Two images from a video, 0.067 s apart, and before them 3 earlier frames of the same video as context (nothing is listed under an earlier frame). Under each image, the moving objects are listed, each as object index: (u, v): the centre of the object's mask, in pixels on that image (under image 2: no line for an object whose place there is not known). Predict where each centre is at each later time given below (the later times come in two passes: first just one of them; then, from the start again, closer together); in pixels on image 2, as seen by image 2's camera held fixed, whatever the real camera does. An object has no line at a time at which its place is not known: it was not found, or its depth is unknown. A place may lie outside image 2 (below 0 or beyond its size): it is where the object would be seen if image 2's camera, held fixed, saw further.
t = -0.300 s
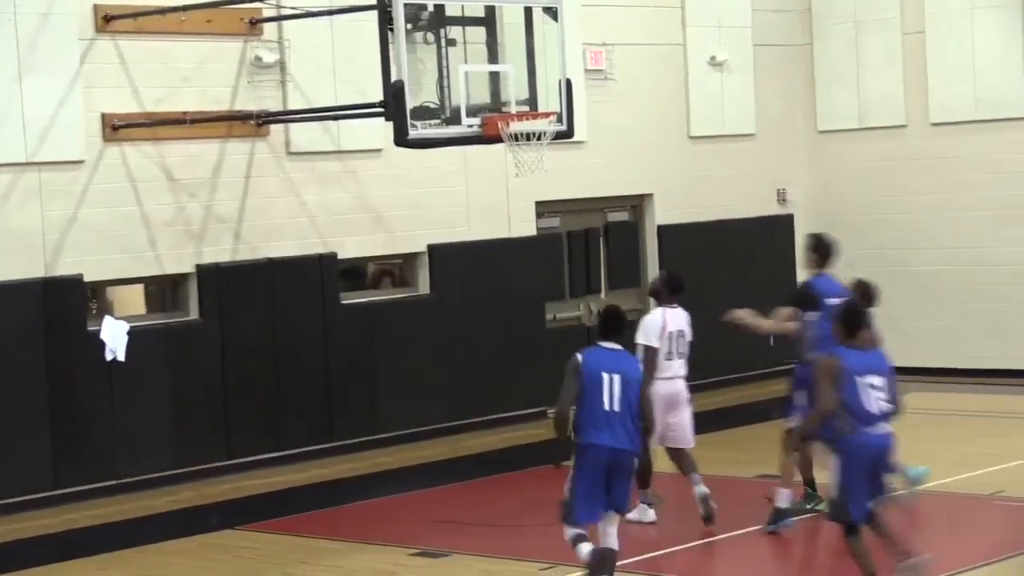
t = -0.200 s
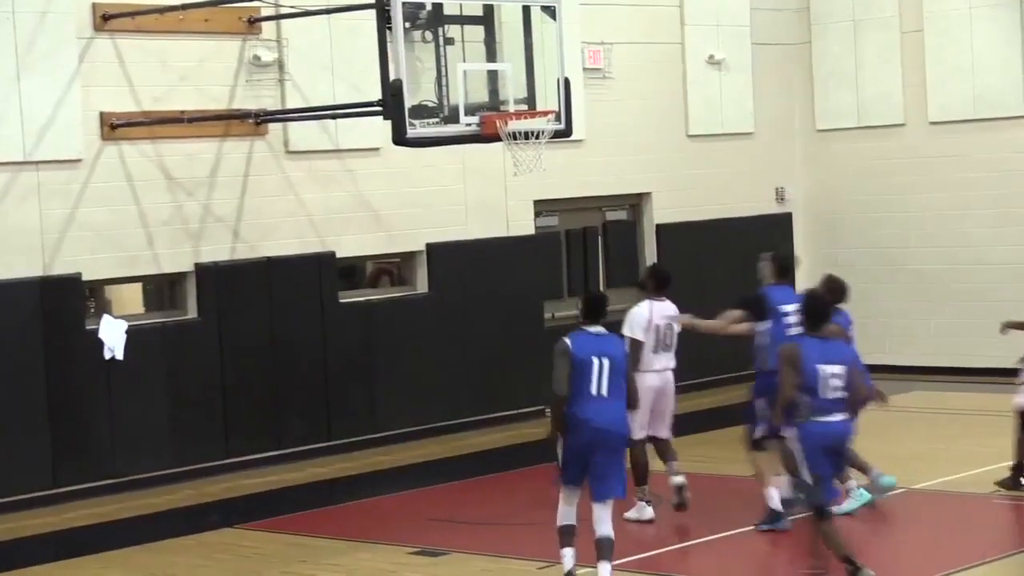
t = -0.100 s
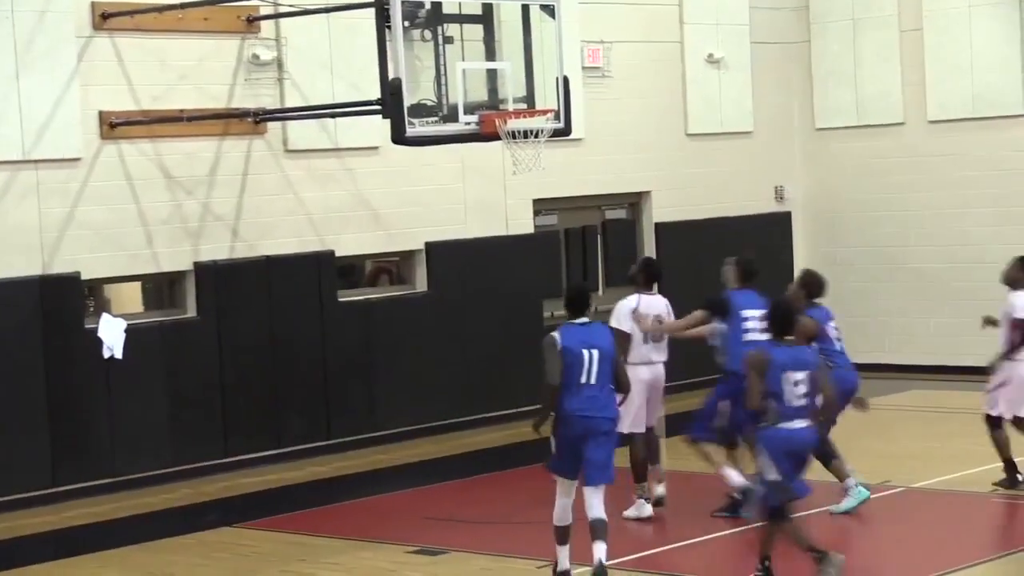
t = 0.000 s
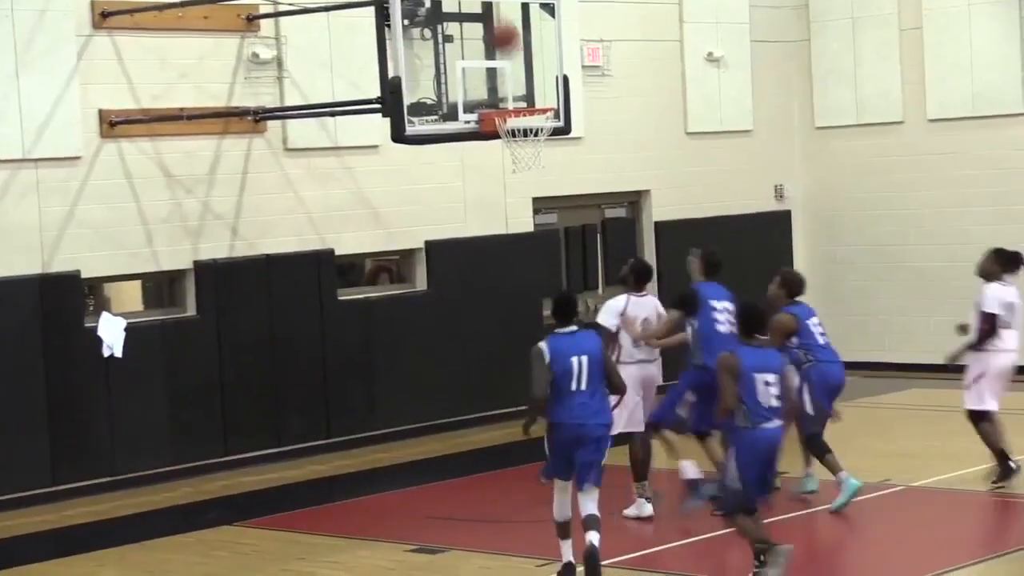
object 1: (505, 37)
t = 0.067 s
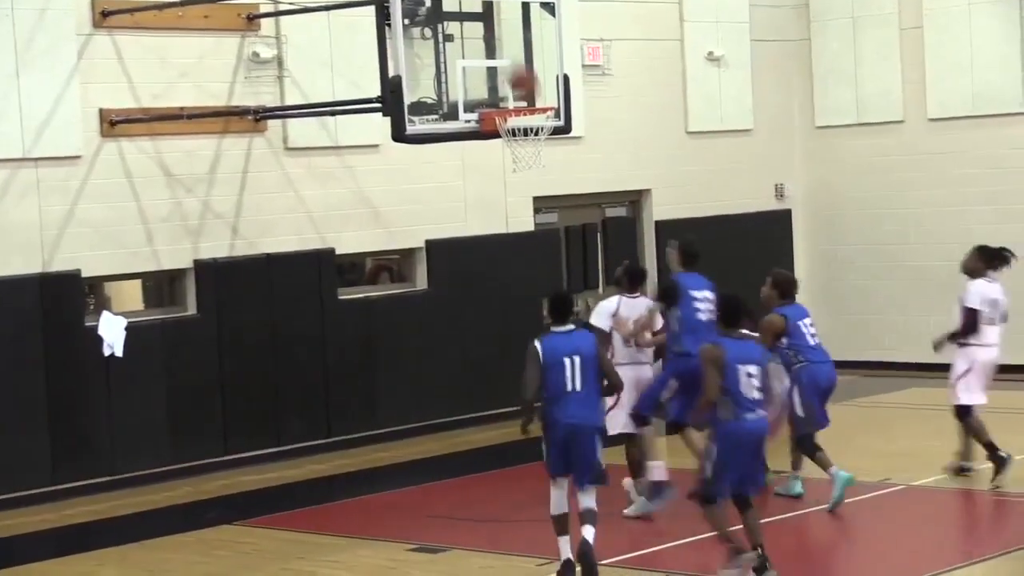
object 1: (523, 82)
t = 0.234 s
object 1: (537, 146)
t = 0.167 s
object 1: (541, 138)
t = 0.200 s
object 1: (540, 141)
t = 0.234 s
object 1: (537, 146)
